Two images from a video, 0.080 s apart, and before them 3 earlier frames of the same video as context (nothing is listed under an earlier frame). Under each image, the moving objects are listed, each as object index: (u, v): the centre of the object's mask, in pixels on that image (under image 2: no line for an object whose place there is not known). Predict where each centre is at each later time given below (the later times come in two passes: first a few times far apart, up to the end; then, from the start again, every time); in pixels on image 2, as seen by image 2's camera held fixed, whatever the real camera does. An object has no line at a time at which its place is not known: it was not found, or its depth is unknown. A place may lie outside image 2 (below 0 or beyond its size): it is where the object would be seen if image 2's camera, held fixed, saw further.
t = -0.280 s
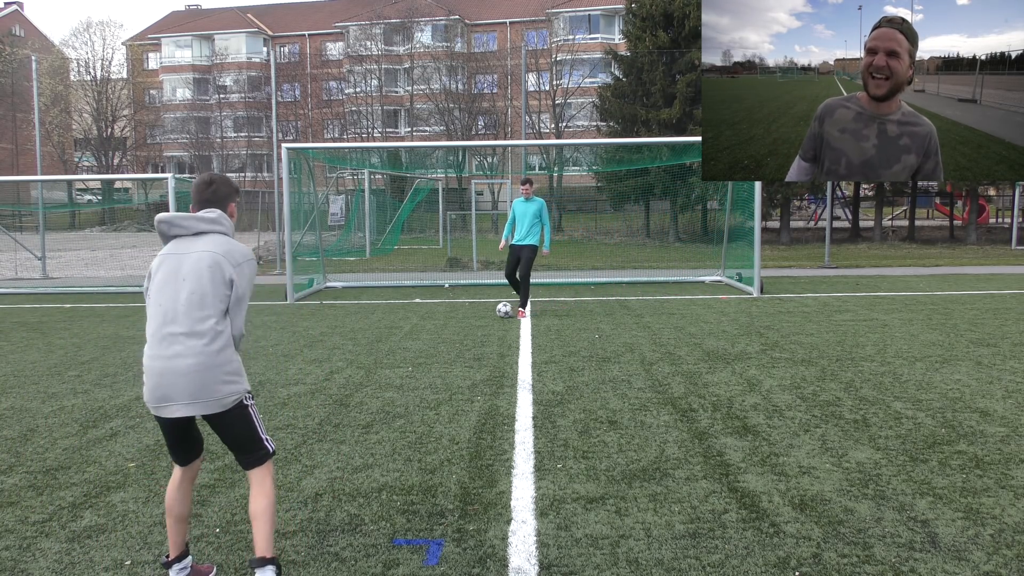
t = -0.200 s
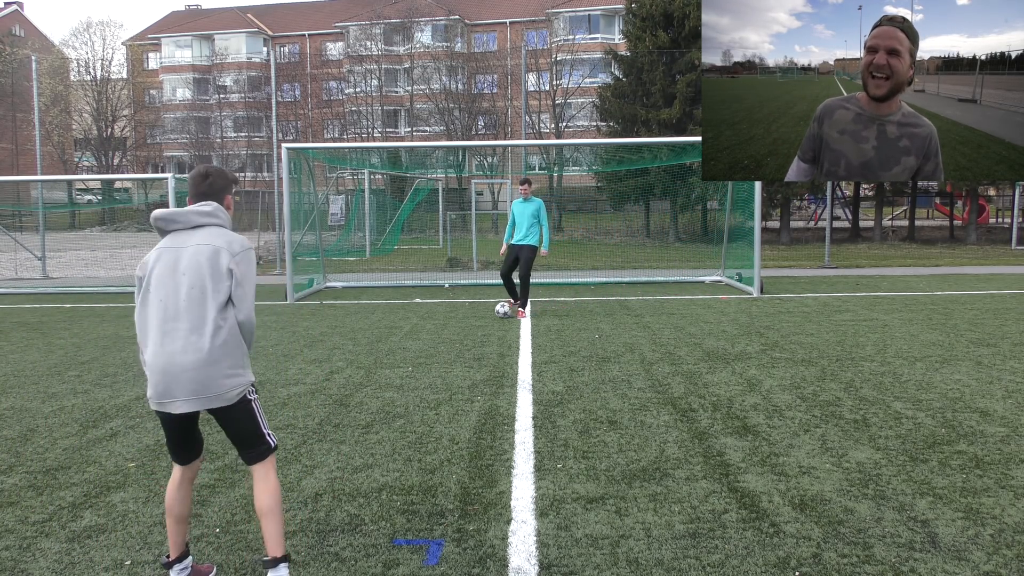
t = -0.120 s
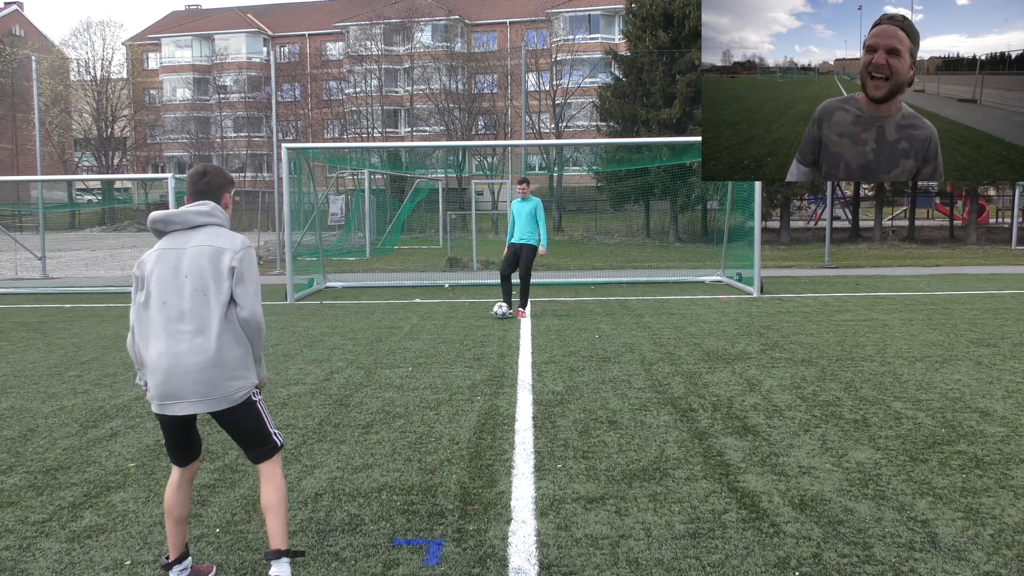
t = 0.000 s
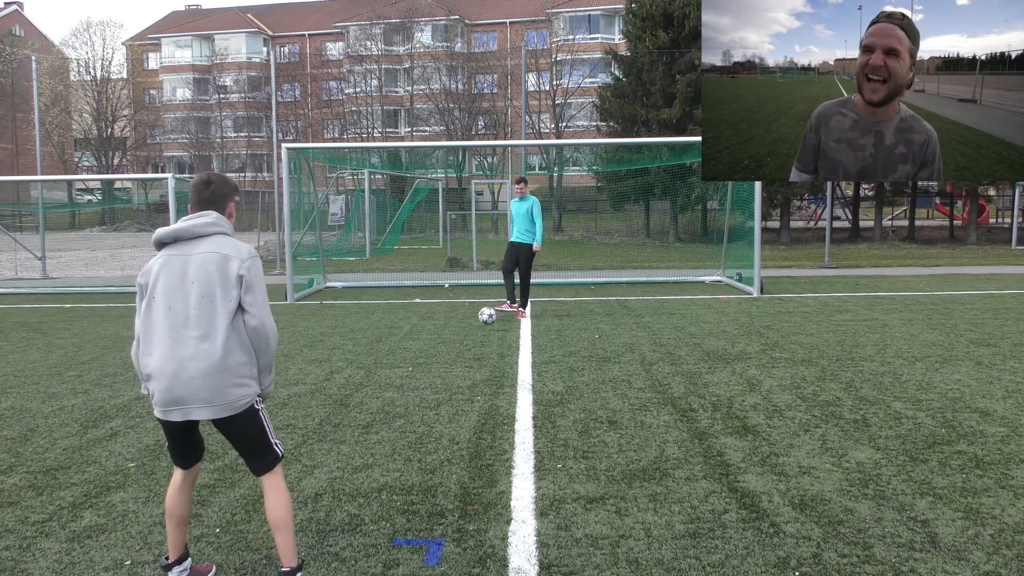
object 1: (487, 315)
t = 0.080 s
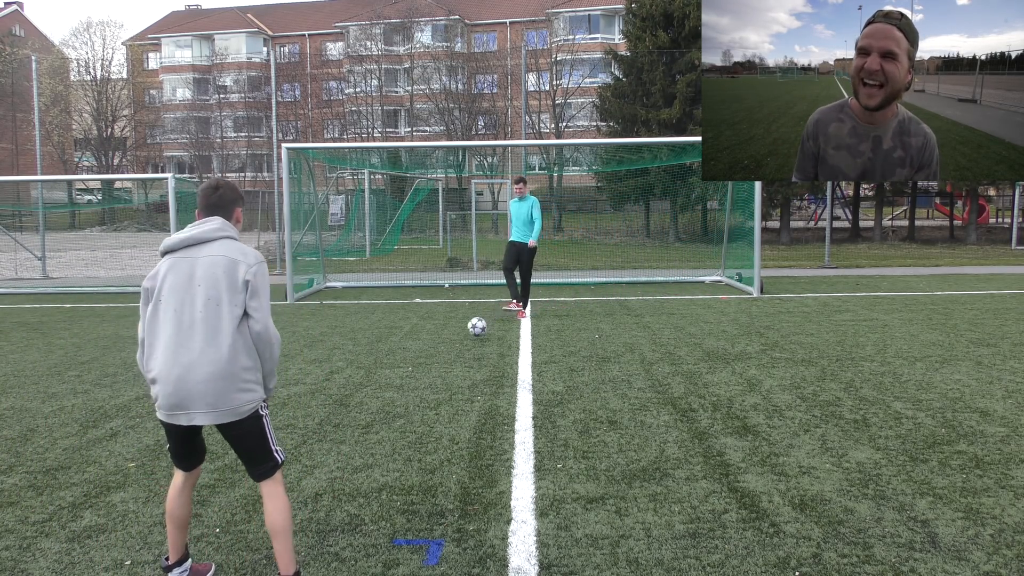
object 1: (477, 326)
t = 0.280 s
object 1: (448, 349)
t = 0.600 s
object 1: (388, 407)
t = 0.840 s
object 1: (331, 451)
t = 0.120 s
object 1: (471, 334)
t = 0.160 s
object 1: (466, 339)
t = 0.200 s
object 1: (460, 341)
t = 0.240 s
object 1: (454, 344)
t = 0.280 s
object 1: (448, 349)
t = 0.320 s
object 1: (440, 357)
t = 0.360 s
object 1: (434, 367)
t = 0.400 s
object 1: (427, 371)
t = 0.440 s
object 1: (420, 373)
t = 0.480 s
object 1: (412, 379)
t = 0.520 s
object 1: (405, 386)
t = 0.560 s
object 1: (397, 395)
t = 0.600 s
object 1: (388, 407)
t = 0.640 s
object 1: (380, 411)
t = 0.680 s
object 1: (371, 415)
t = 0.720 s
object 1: (362, 424)
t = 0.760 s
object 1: (352, 434)
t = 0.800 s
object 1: (342, 446)
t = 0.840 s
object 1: (331, 451)
